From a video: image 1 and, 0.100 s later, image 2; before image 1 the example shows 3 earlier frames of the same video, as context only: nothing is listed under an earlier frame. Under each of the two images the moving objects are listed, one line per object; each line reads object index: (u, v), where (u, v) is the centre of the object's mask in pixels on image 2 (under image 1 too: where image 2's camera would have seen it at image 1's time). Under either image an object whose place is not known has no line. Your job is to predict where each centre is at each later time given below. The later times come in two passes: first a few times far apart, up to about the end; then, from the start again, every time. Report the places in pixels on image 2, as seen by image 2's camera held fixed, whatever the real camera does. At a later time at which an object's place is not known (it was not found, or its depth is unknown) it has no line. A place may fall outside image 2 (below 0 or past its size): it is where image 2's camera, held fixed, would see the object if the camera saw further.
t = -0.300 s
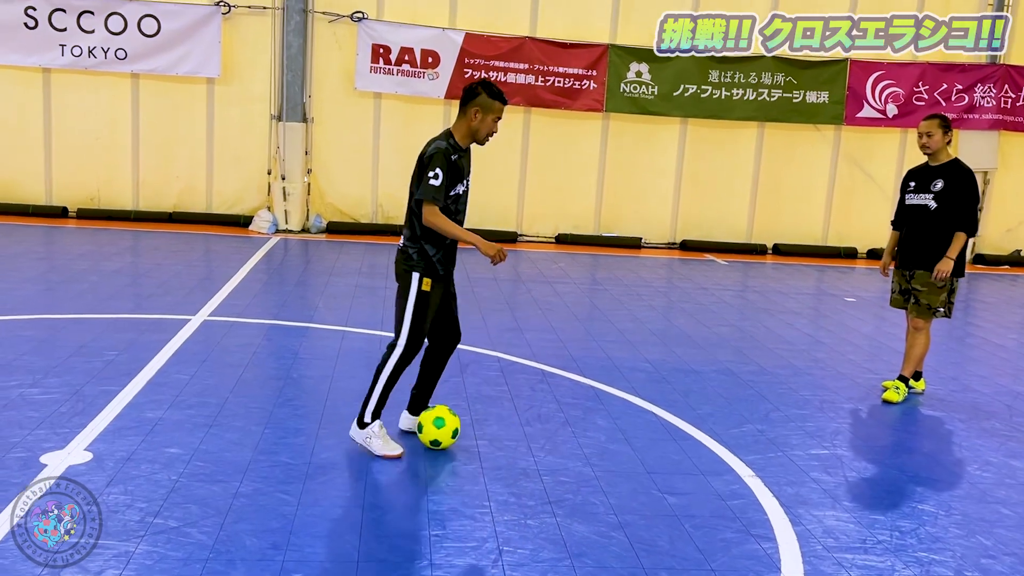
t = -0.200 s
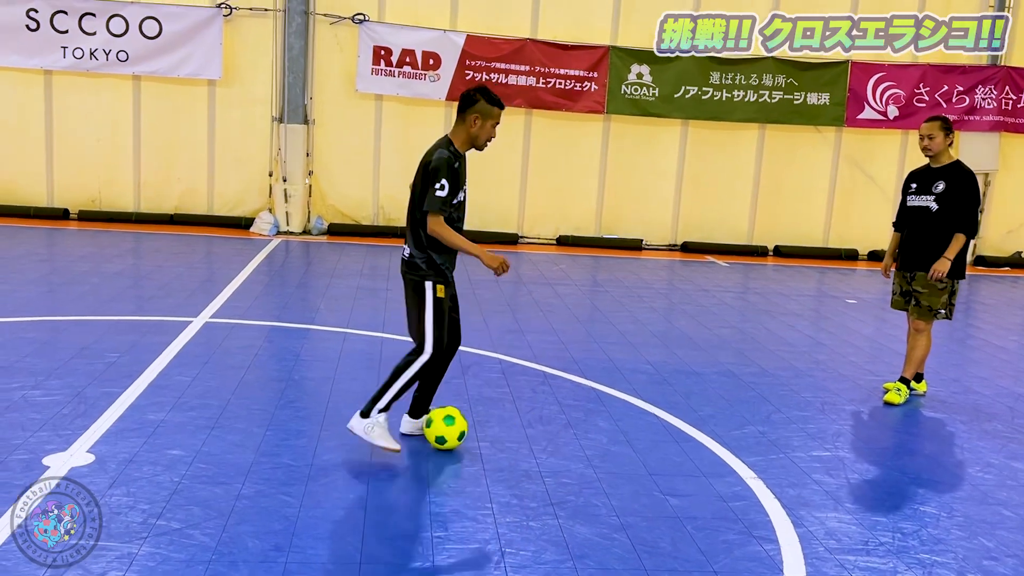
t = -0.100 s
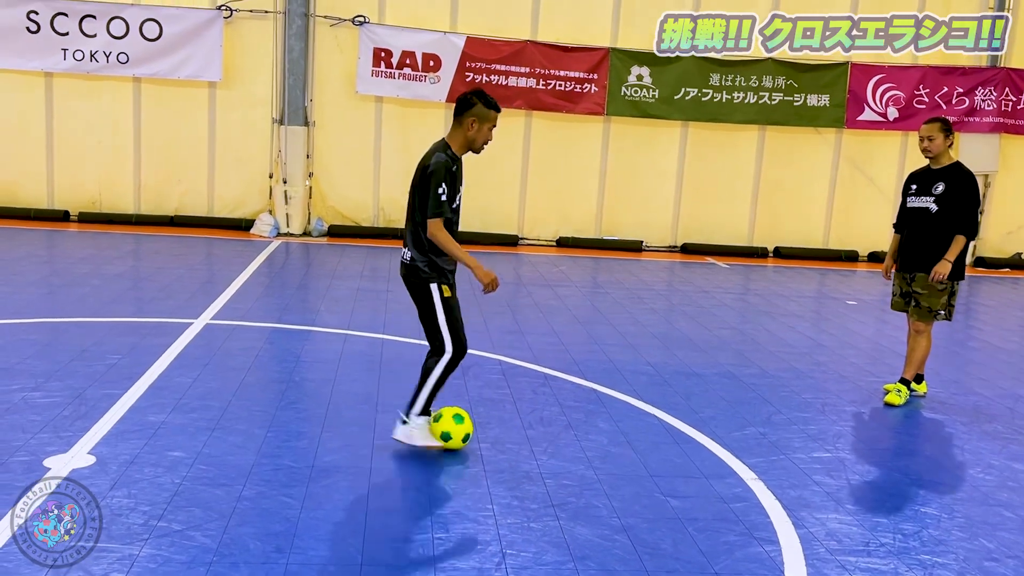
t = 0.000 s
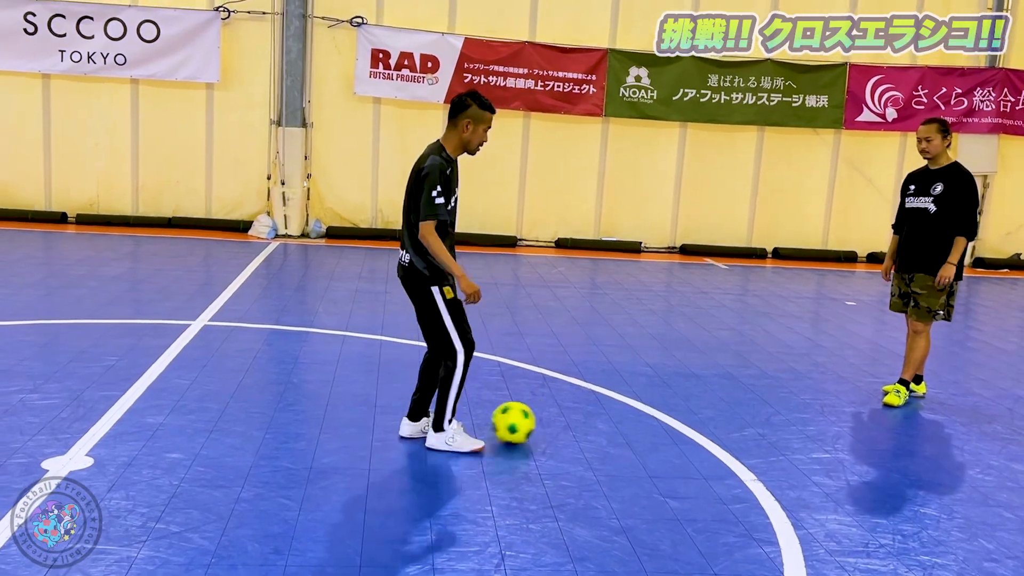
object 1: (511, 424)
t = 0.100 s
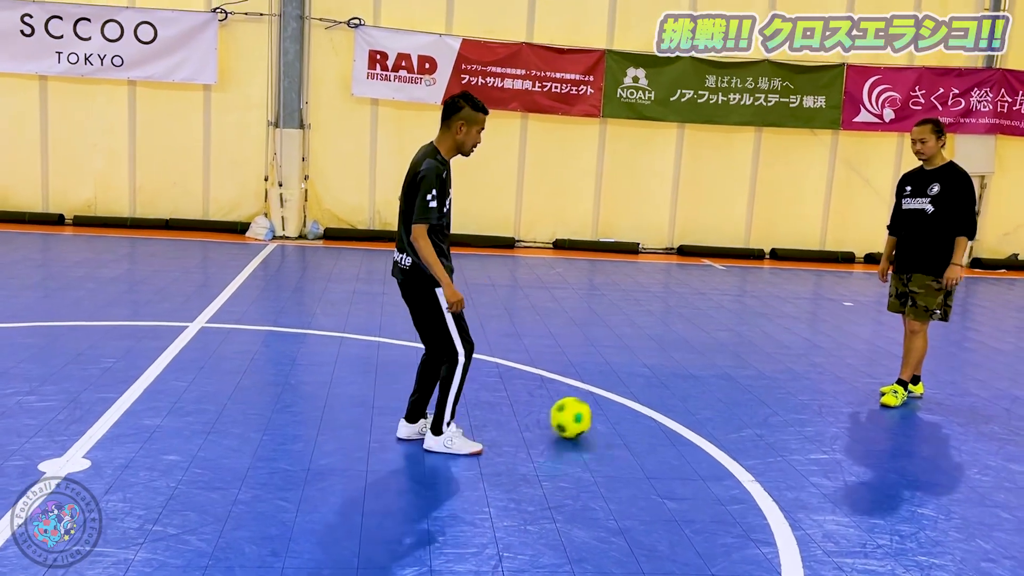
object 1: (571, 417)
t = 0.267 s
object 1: (647, 409)
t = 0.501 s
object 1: (732, 402)
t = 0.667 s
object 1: (787, 395)
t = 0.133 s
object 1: (588, 415)
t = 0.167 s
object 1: (605, 414)
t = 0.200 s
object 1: (620, 412)
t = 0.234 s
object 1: (634, 410)
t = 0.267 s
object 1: (647, 409)
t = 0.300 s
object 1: (660, 408)
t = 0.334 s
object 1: (672, 406)
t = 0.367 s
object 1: (684, 406)
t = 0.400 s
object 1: (696, 404)
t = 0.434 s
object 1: (708, 403)
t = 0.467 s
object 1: (720, 402)
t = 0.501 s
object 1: (732, 402)
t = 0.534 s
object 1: (743, 400)
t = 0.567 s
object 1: (754, 399)
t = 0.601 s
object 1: (765, 398)
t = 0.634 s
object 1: (776, 397)
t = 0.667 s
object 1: (787, 395)
